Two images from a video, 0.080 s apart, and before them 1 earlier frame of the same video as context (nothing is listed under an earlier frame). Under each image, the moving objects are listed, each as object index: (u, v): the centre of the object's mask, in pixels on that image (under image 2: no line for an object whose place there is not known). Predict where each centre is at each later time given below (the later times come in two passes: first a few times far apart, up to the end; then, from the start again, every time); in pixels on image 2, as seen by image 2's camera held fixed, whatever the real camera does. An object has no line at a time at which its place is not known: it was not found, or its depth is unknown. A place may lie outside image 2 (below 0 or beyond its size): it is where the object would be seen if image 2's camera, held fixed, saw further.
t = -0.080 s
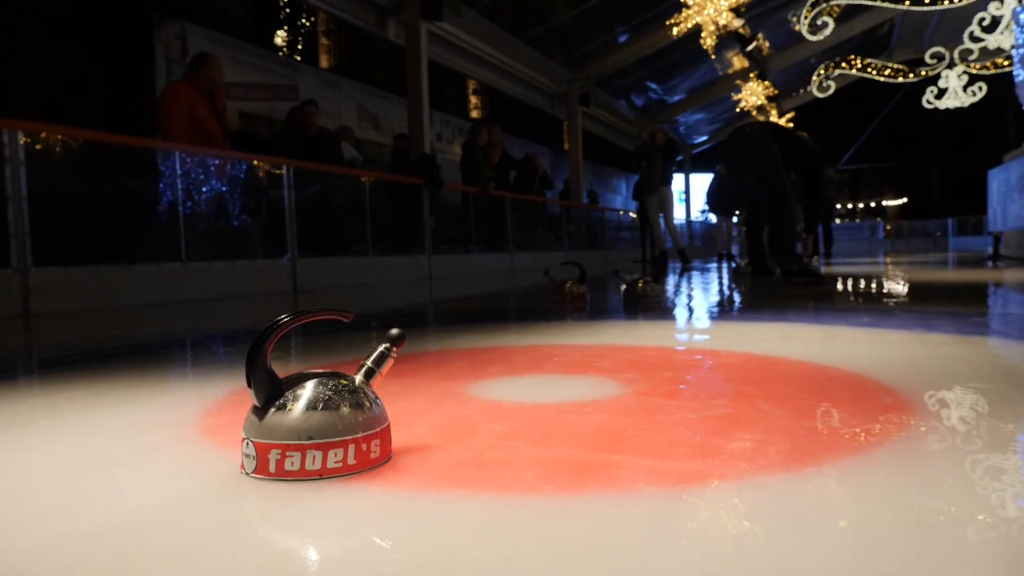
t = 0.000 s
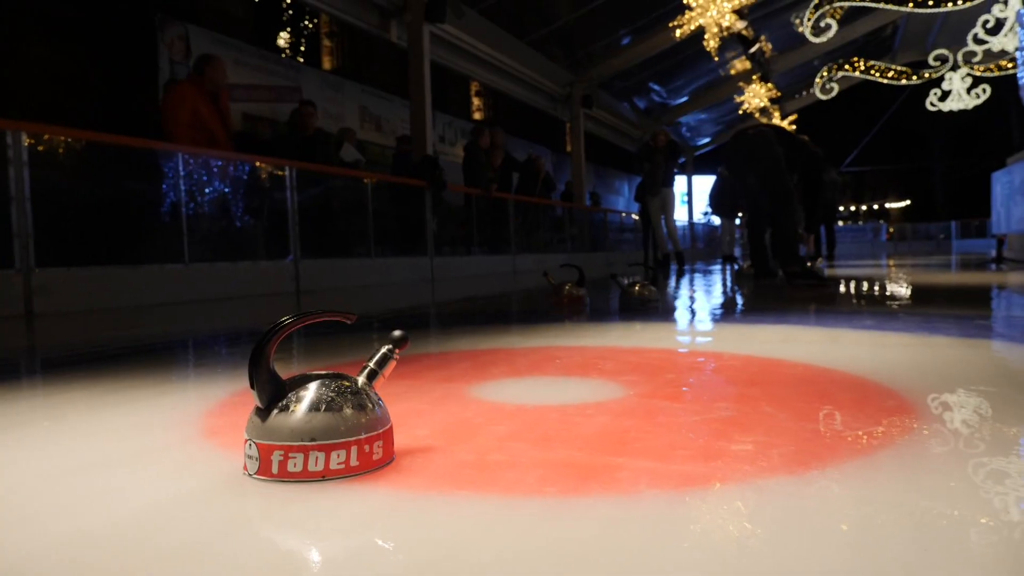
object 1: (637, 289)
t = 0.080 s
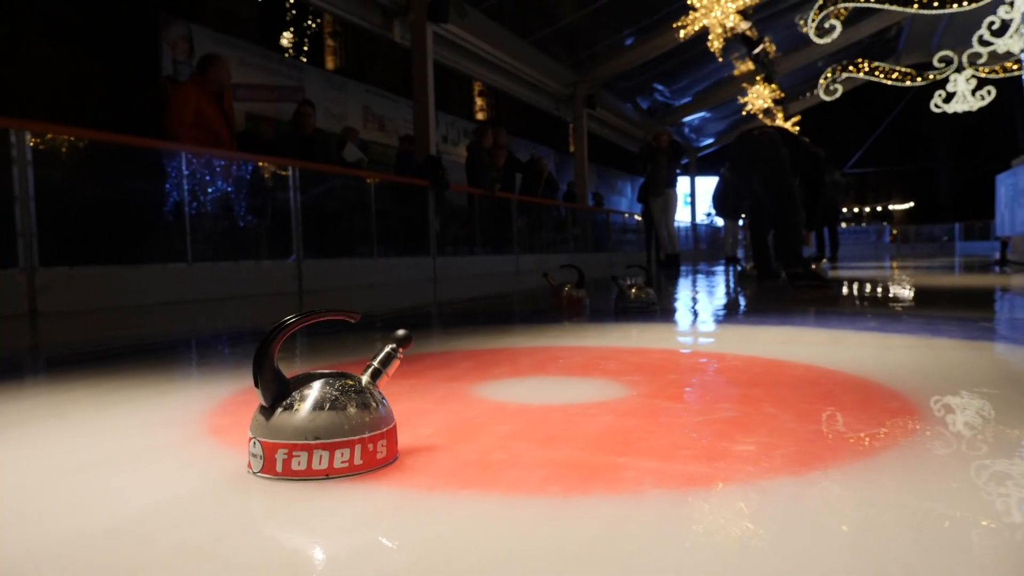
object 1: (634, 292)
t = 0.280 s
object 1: (618, 302)
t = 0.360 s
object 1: (605, 304)
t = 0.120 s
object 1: (632, 293)
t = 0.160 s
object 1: (630, 295)
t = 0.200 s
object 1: (628, 299)
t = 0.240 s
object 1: (624, 299)
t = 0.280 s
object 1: (618, 302)
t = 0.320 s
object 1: (614, 302)
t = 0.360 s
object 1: (605, 304)
